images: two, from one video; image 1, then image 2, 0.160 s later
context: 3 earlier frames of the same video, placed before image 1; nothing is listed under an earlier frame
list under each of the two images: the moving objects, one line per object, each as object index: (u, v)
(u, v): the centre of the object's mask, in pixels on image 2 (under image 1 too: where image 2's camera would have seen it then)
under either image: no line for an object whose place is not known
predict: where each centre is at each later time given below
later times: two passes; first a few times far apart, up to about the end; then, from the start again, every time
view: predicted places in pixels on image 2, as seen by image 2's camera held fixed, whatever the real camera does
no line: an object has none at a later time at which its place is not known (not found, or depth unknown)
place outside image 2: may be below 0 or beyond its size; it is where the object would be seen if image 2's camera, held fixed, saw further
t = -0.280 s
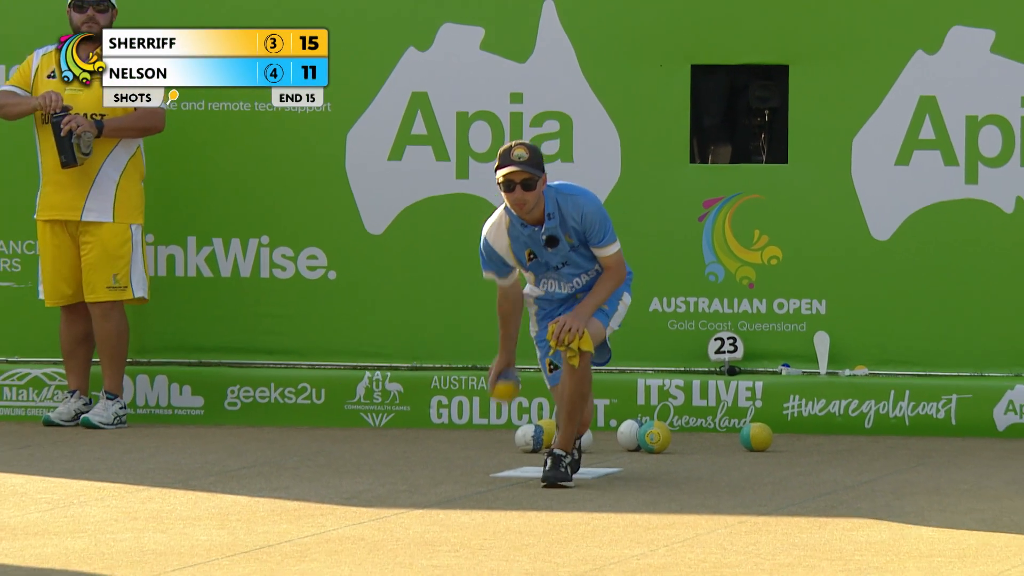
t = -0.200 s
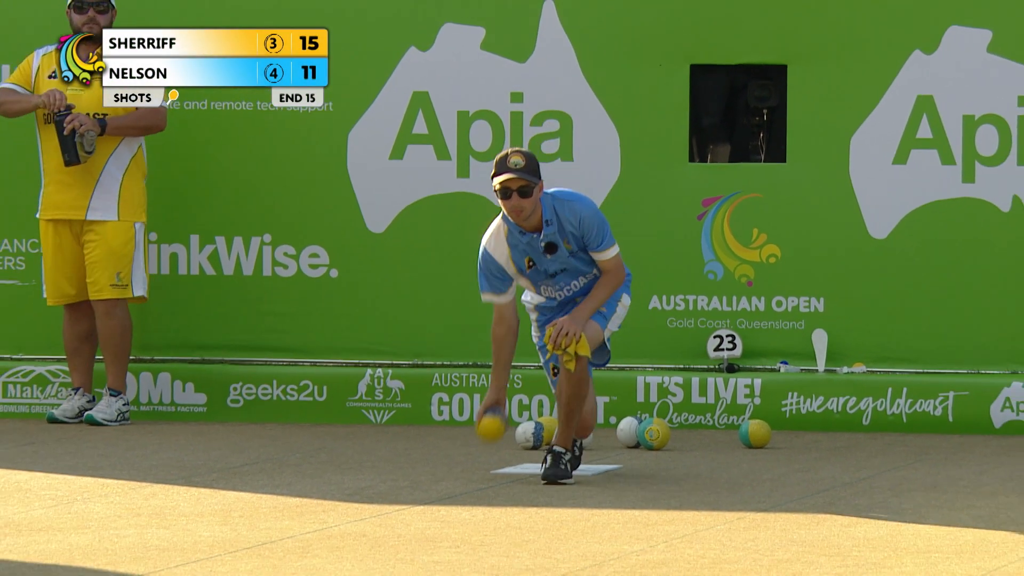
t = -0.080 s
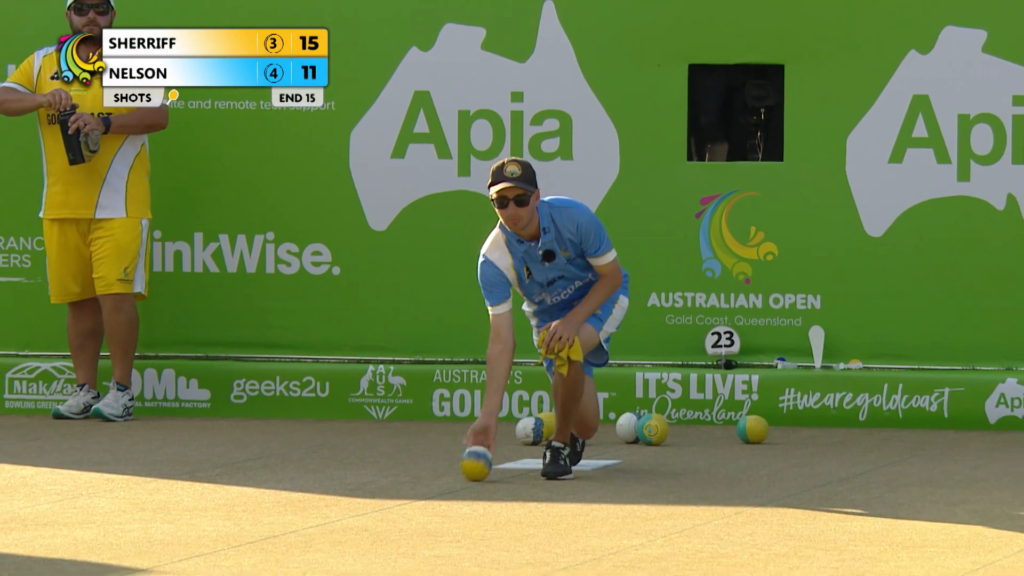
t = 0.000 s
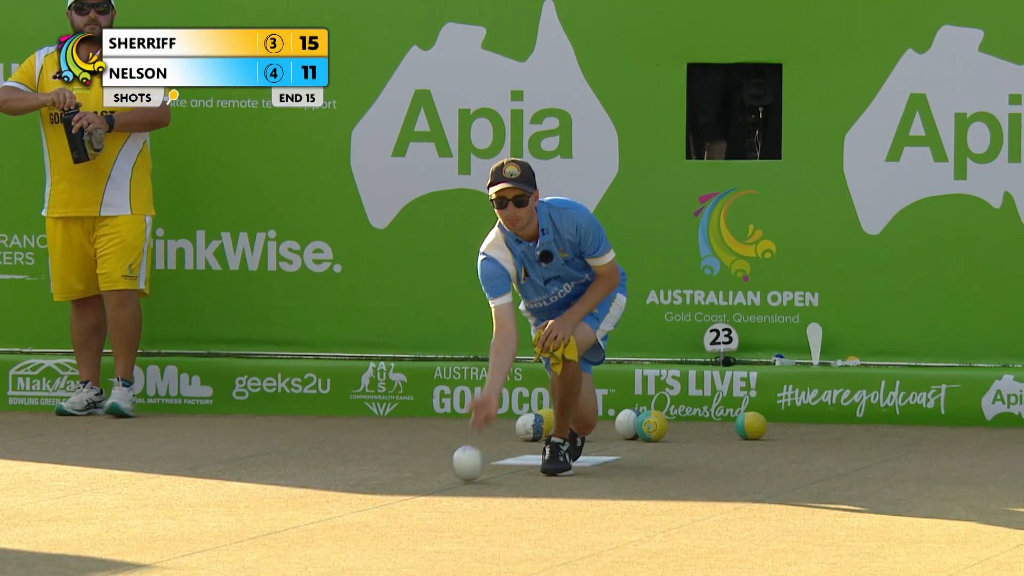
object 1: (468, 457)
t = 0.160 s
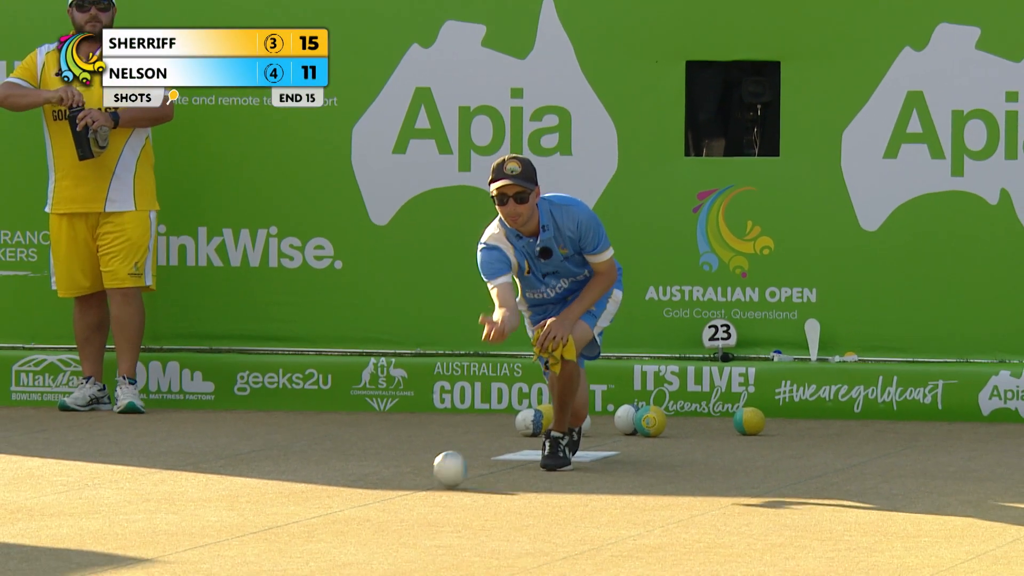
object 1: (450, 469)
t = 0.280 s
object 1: (438, 477)
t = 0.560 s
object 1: (408, 494)
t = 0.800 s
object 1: (380, 509)
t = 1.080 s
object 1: (344, 528)
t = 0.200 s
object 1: (446, 472)
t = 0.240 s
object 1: (442, 474)
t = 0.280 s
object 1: (438, 477)
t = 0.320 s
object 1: (433, 480)
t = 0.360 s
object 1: (430, 482)
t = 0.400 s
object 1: (426, 485)
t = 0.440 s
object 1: (421, 487)
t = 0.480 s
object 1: (417, 489)
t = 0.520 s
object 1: (413, 491)
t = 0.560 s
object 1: (408, 494)
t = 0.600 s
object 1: (404, 496)
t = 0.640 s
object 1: (399, 499)
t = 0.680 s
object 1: (395, 501)
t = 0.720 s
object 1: (390, 504)
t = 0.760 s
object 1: (385, 507)
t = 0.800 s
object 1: (380, 509)
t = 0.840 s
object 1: (375, 512)
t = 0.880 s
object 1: (370, 515)
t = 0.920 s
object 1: (365, 517)
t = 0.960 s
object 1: (360, 519)
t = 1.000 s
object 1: (355, 522)
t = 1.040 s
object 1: (349, 525)
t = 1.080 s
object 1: (344, 528)
